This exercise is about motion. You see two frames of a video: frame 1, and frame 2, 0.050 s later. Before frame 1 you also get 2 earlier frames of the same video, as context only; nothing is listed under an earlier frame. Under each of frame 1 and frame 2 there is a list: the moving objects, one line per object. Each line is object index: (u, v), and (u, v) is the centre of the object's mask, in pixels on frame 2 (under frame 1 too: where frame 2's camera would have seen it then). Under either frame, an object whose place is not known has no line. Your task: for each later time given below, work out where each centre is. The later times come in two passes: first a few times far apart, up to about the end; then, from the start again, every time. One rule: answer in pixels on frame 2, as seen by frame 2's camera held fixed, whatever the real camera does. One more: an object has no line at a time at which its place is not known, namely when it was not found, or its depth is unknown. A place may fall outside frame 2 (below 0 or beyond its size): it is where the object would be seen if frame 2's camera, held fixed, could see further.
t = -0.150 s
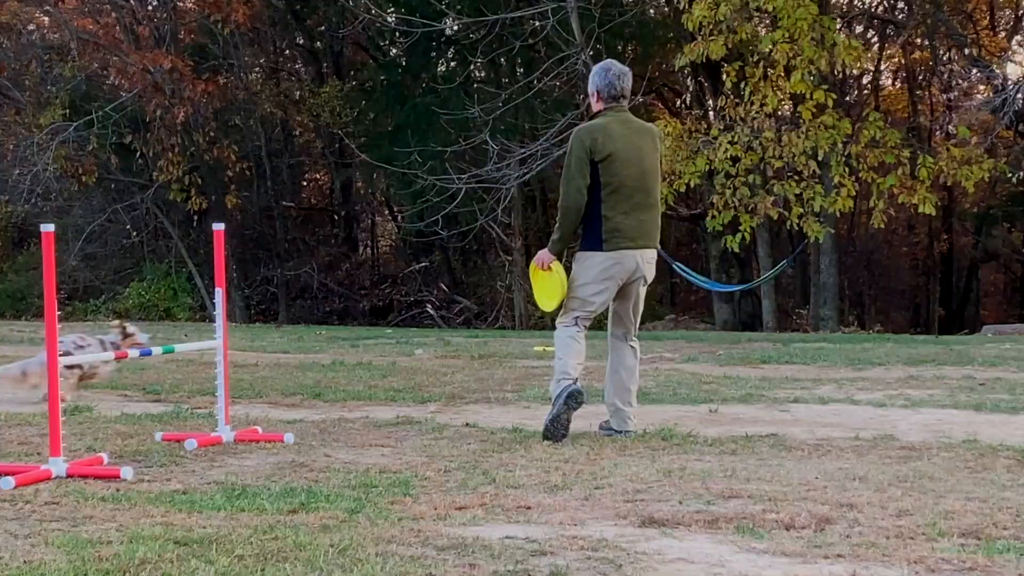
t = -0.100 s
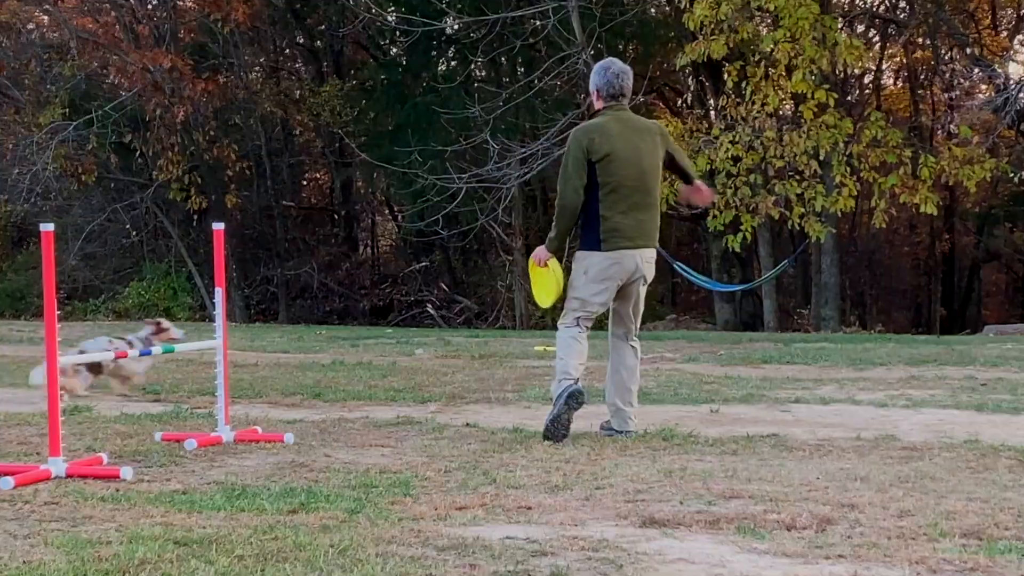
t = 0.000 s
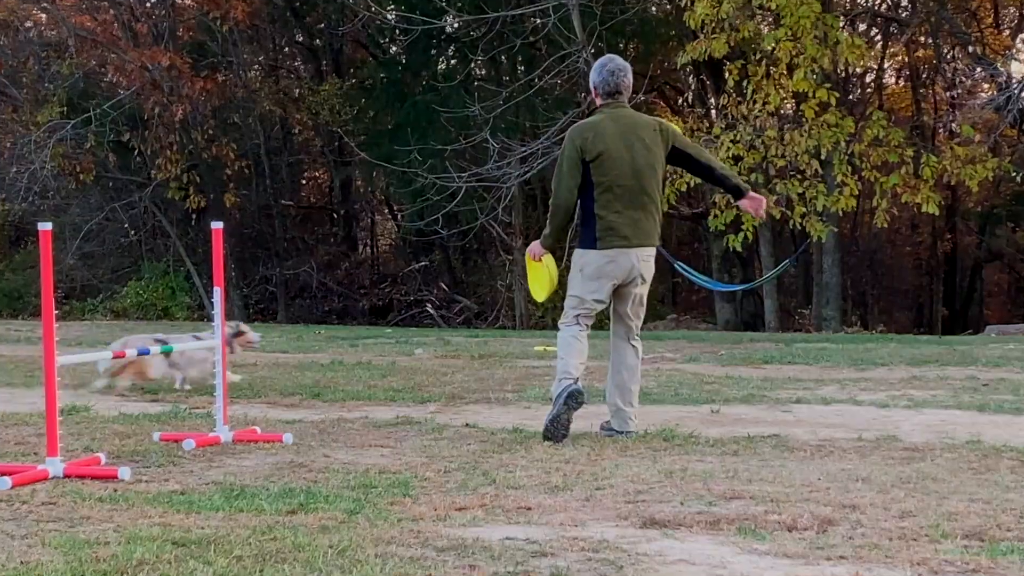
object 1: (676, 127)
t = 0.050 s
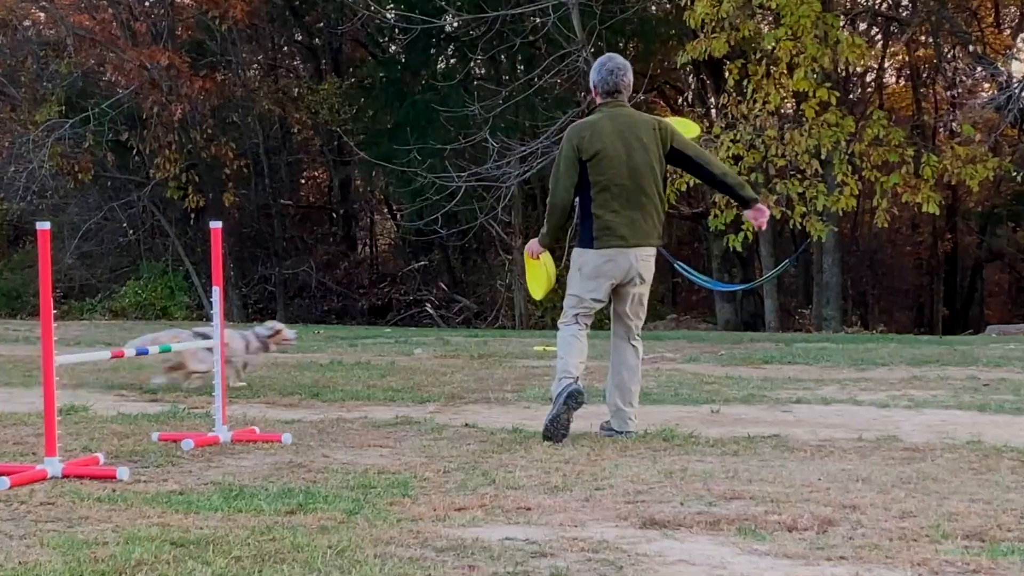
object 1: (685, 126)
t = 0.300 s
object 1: (769, 132)
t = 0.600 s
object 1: (868, 177)
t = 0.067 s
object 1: (688, 126)
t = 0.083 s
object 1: (692, 125)
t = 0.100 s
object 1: (697, 125)
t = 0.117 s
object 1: (702, 125)
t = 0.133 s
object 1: (708, 125)
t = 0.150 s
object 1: (715, 125)
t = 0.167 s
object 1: (721, 124)
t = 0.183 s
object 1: (727, 125)
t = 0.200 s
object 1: (733, 125)
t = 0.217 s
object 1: (739, 126)
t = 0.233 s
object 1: (746, 127)
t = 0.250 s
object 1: (752, 128)
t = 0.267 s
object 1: (757, 129)
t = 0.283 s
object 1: (763, 131)
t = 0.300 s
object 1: (769, 132)
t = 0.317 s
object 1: (774, 134)
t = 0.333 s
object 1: (780, 136)
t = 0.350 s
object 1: (786, 137)
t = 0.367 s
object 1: (792, 139)
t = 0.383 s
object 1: (798, 141)
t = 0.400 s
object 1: (803, 144)
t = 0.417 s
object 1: (809, 146)
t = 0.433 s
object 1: (815, 149)
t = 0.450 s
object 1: (820, 151)
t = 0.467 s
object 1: (826, 154)
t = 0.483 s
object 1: (831, 156)
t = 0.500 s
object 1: (836, 159)
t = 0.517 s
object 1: (842, 161)
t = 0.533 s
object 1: (847, 164)
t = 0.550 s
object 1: (853, 167)
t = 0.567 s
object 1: (858, 170)
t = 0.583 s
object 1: (863, 173)
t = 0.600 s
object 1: (868, 177)
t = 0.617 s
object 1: (873, 180)
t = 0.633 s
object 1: (878, 184)
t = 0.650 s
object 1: (883, 187)
